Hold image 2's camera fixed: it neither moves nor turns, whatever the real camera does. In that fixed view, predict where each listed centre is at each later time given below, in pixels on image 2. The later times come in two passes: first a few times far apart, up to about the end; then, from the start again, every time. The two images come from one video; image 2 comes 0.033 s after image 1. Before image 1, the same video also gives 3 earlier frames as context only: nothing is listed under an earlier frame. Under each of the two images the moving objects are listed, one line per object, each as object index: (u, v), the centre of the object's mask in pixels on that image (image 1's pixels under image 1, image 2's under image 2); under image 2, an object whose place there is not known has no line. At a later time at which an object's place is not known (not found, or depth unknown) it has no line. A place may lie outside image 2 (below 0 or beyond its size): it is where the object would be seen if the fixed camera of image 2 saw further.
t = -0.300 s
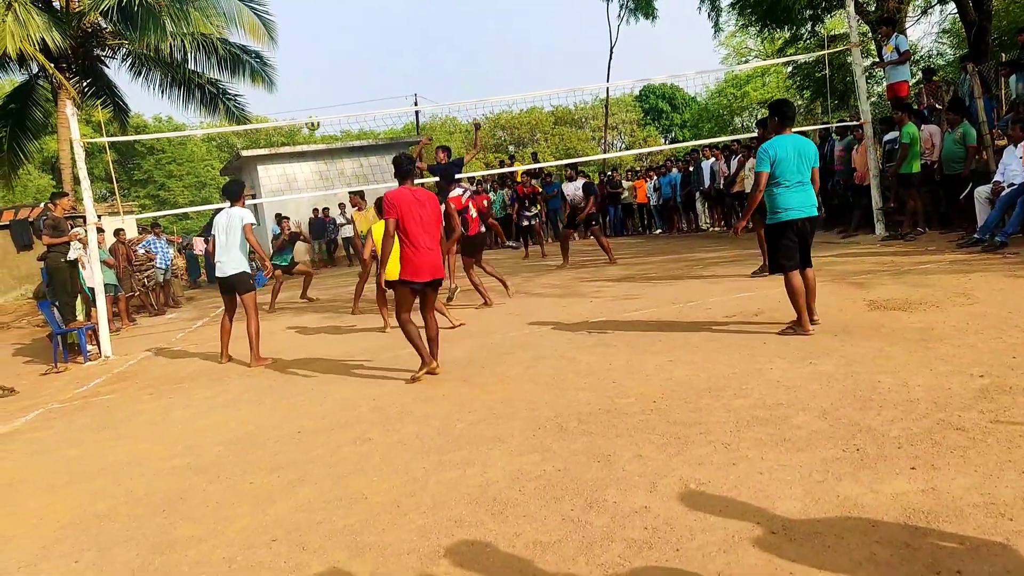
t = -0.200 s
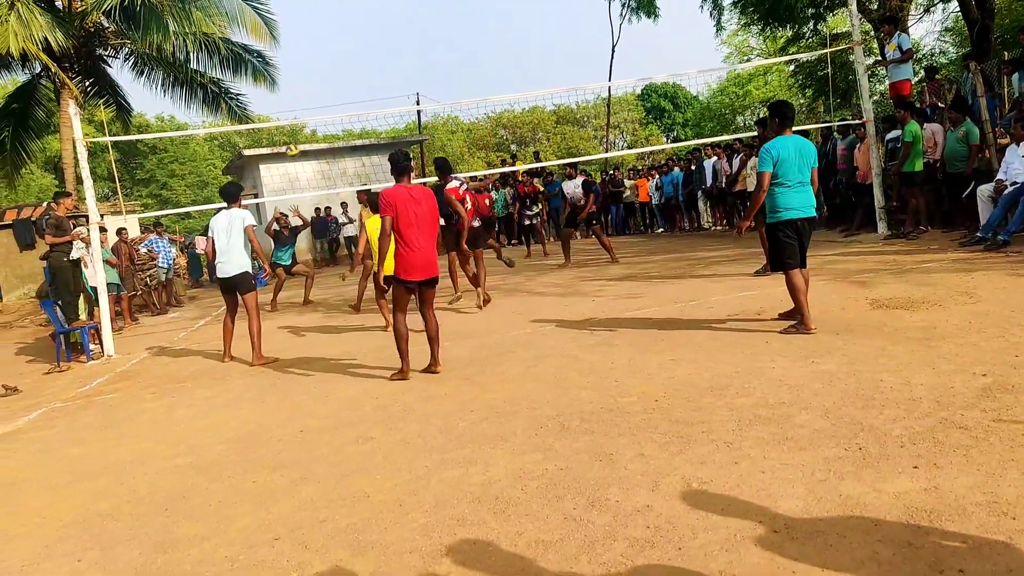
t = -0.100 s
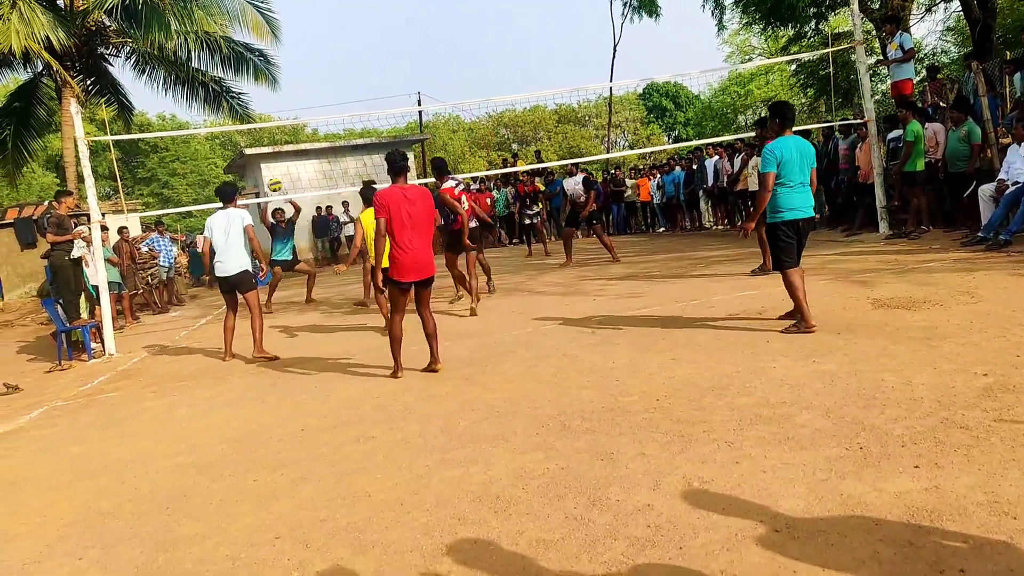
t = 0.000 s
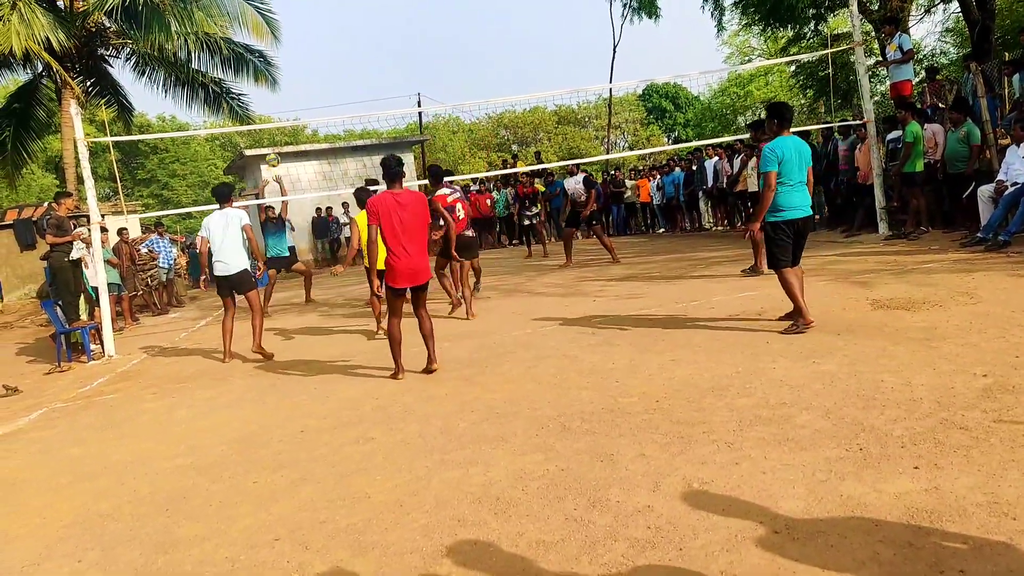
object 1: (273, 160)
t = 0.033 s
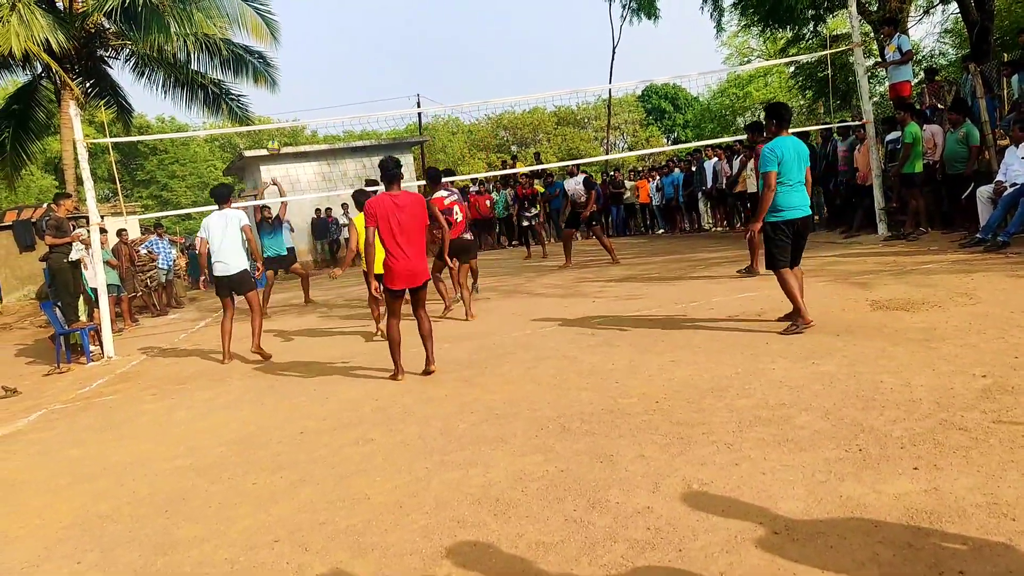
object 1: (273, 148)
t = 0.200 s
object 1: (280, 90)
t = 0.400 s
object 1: (289, 44)
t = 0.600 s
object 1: (304, 25)
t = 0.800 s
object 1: (324, 35)
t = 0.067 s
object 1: (276, 133)
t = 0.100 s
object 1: (274, 119)
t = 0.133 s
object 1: (277, 111)
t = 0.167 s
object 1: (278, 100)
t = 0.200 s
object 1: (280, 90)
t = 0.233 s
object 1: (281, 80)
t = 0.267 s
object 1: (283, 72)
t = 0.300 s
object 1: (284, 64)
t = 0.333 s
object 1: (285, 56)
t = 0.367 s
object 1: (287, 50)
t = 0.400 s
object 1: (289, 44)
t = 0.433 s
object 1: (291, 39)
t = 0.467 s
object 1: (293, 34)
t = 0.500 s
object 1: (295, 31)
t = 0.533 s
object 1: (298, 28)
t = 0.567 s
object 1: (301, 26)
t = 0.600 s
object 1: (304, 25)
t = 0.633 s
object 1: (307, 25)
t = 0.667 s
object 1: (310, 25)
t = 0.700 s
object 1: (314, 27)
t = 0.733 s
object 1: (317, 29)
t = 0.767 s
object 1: (320, 32)
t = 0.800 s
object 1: (324, 35)
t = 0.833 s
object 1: (328, 40)
